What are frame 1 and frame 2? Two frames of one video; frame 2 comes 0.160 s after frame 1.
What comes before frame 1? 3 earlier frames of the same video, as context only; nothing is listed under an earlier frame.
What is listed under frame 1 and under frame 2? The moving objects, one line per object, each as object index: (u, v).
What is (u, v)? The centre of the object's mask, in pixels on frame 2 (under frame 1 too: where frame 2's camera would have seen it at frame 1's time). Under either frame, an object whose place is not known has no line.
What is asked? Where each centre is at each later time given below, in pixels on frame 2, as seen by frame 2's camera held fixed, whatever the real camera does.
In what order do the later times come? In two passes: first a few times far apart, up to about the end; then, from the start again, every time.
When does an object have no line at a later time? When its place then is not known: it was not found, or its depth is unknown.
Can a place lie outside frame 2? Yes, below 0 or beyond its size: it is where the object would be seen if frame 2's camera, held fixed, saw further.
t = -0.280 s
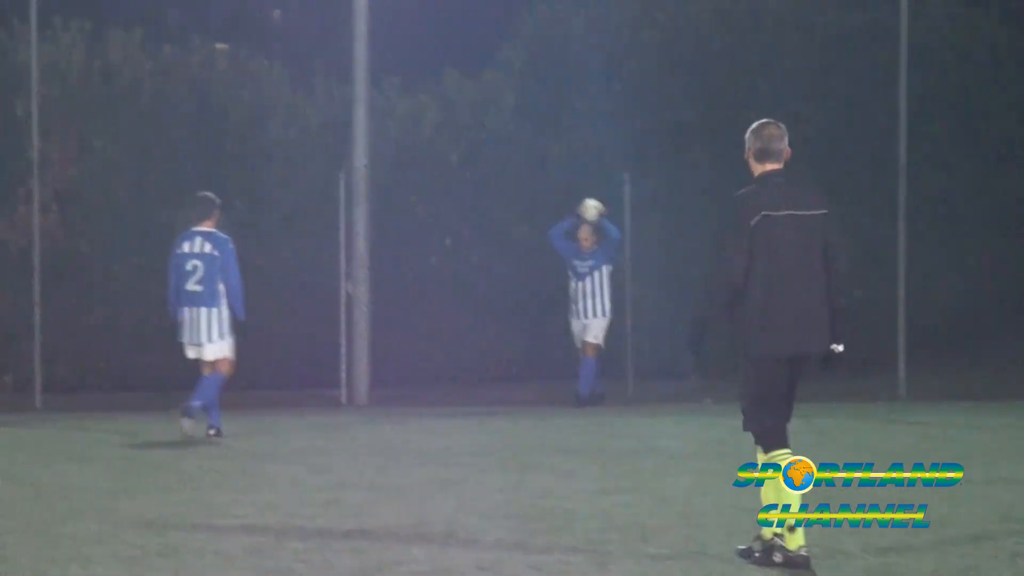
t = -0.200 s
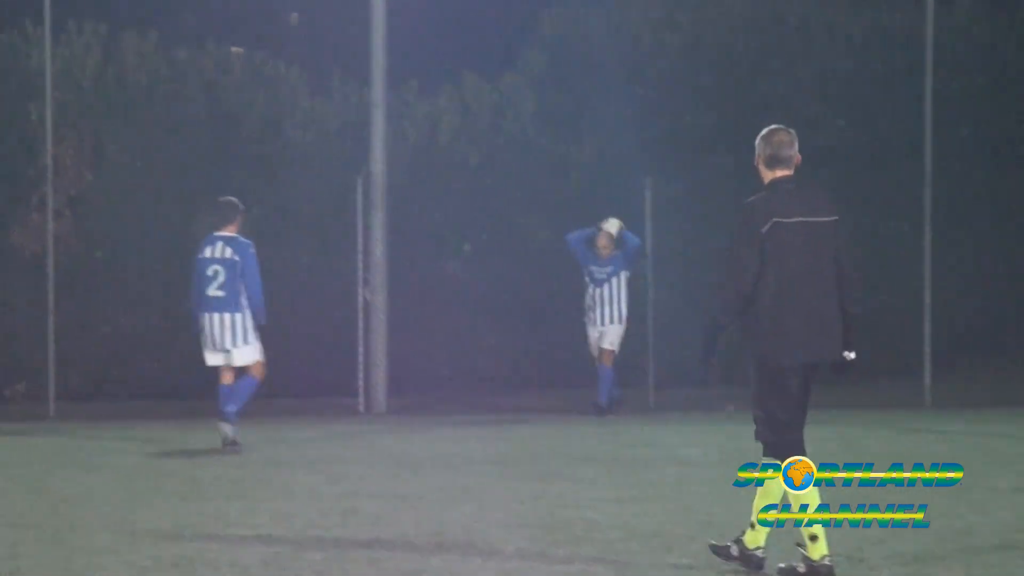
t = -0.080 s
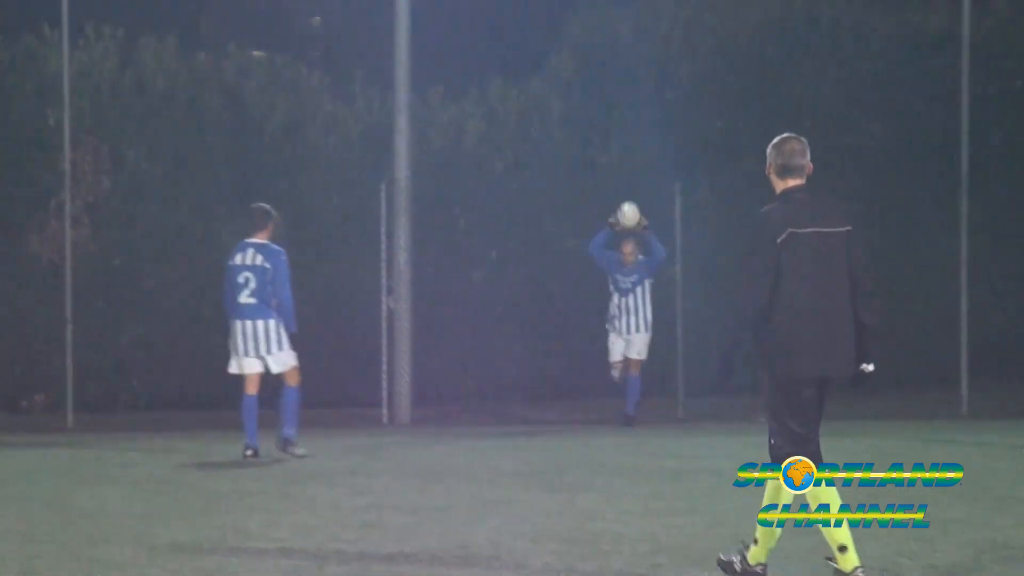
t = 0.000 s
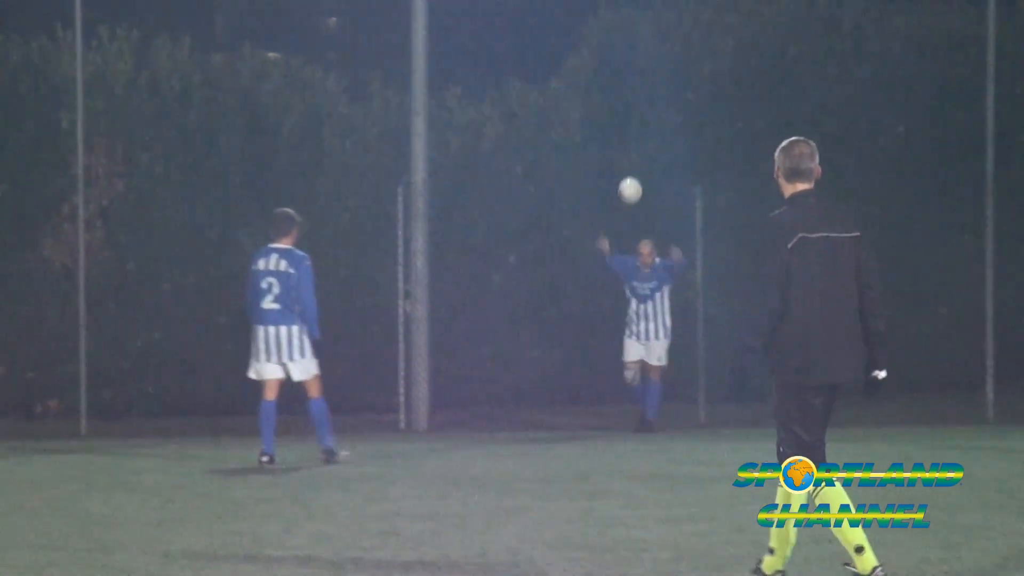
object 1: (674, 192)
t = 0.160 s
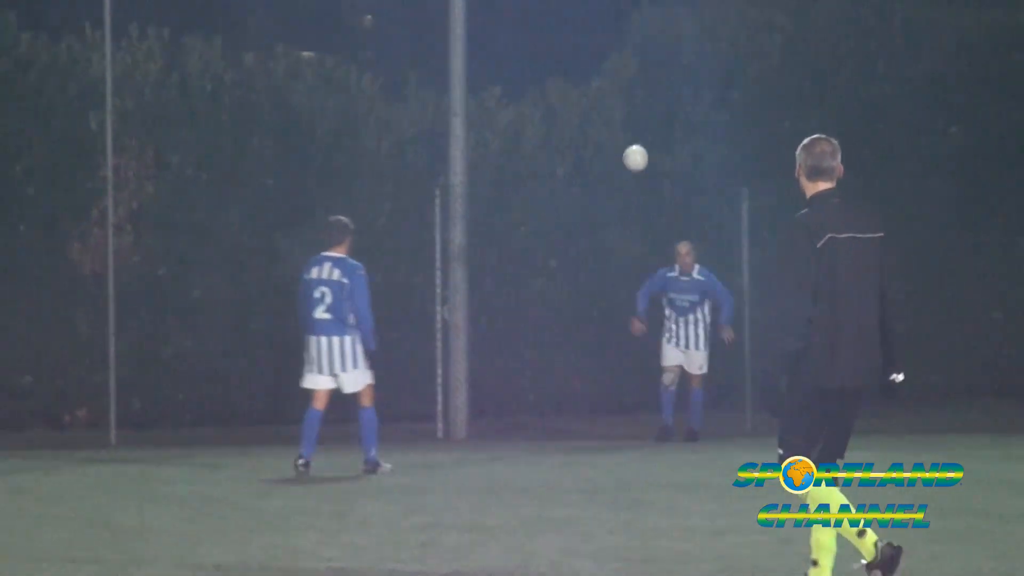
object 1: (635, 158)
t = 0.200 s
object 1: (626, 154)
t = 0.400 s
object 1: (575, 160)
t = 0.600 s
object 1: (521, 218)
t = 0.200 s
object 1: (626, 154)
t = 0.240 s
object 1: (616, 151)
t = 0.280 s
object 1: (606, 150)
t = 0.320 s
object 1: (596, 151)
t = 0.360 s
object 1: (586, 155)
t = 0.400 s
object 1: (575, 160)
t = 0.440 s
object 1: (565, 167)
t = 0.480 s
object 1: (554, 177)
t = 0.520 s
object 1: (544, 189)
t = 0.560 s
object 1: (533, 202)
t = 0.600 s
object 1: (521, 218)
